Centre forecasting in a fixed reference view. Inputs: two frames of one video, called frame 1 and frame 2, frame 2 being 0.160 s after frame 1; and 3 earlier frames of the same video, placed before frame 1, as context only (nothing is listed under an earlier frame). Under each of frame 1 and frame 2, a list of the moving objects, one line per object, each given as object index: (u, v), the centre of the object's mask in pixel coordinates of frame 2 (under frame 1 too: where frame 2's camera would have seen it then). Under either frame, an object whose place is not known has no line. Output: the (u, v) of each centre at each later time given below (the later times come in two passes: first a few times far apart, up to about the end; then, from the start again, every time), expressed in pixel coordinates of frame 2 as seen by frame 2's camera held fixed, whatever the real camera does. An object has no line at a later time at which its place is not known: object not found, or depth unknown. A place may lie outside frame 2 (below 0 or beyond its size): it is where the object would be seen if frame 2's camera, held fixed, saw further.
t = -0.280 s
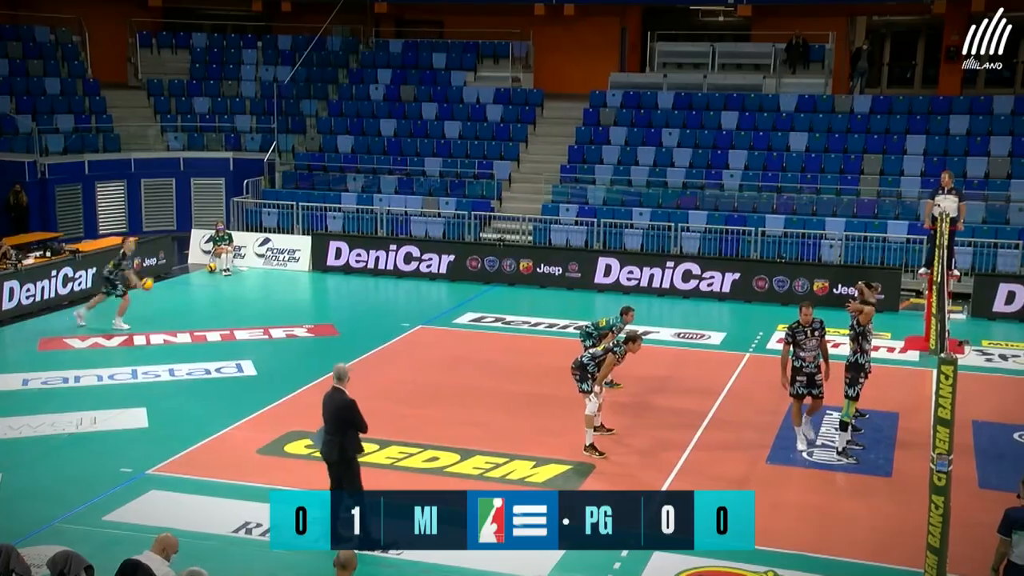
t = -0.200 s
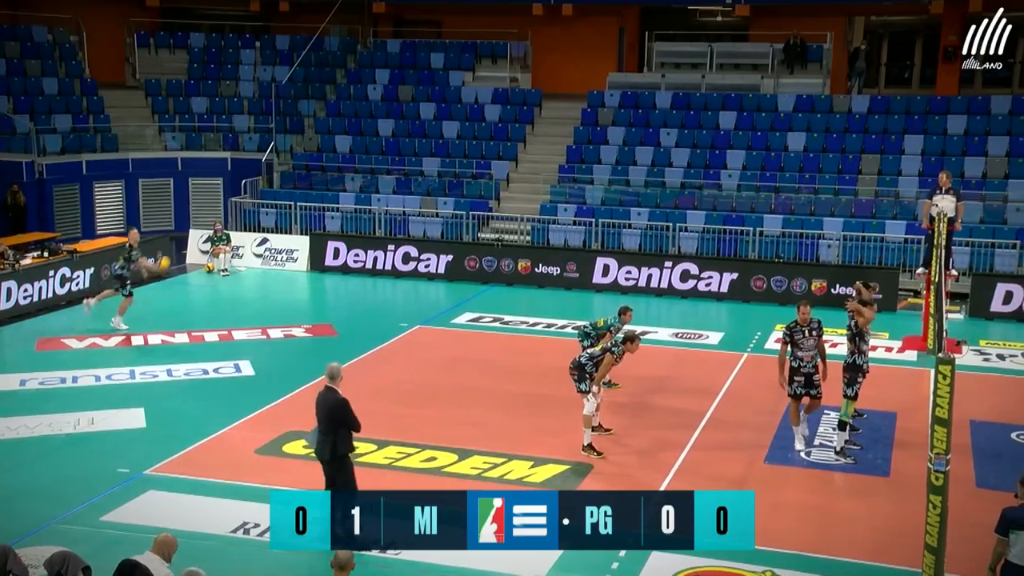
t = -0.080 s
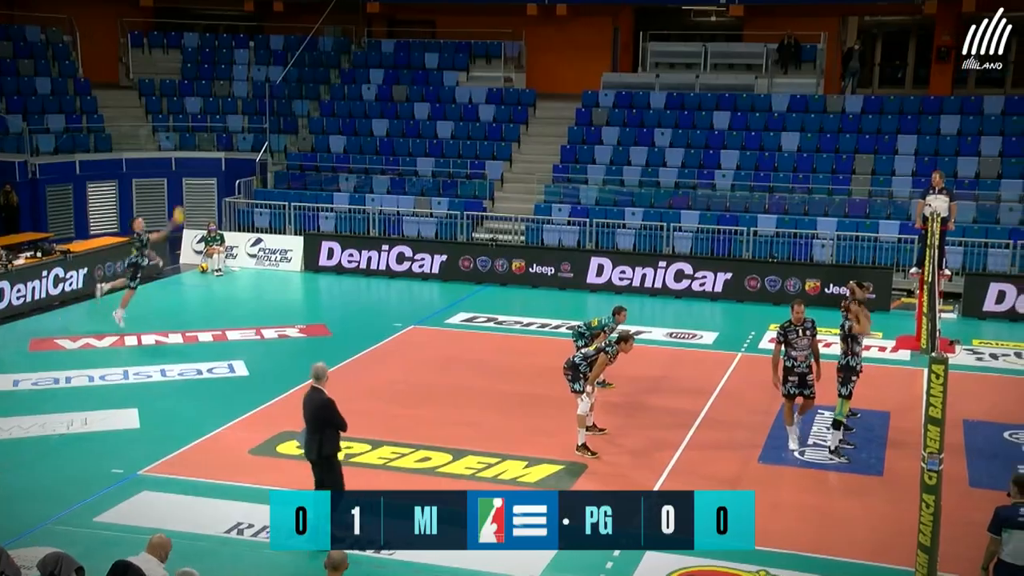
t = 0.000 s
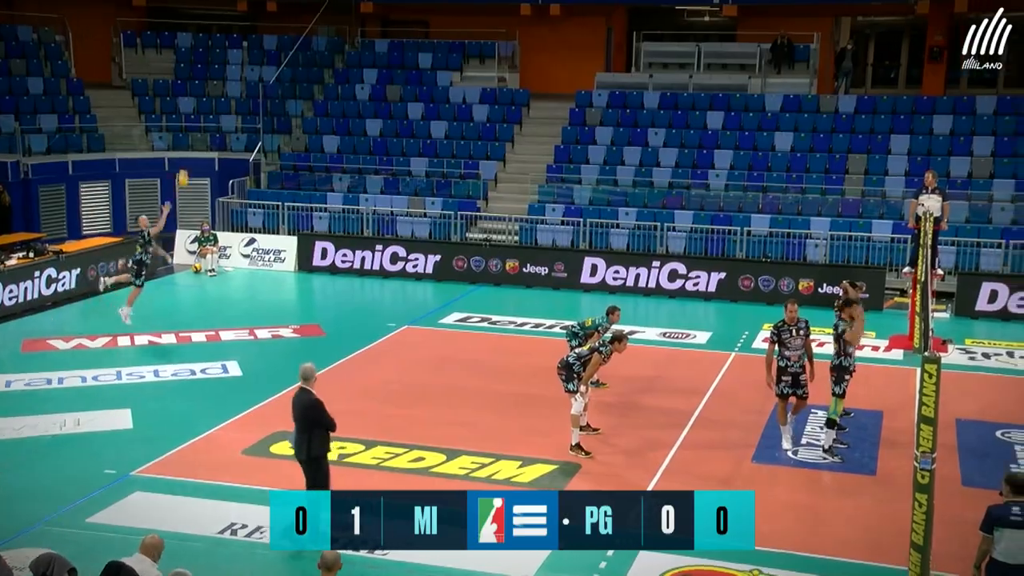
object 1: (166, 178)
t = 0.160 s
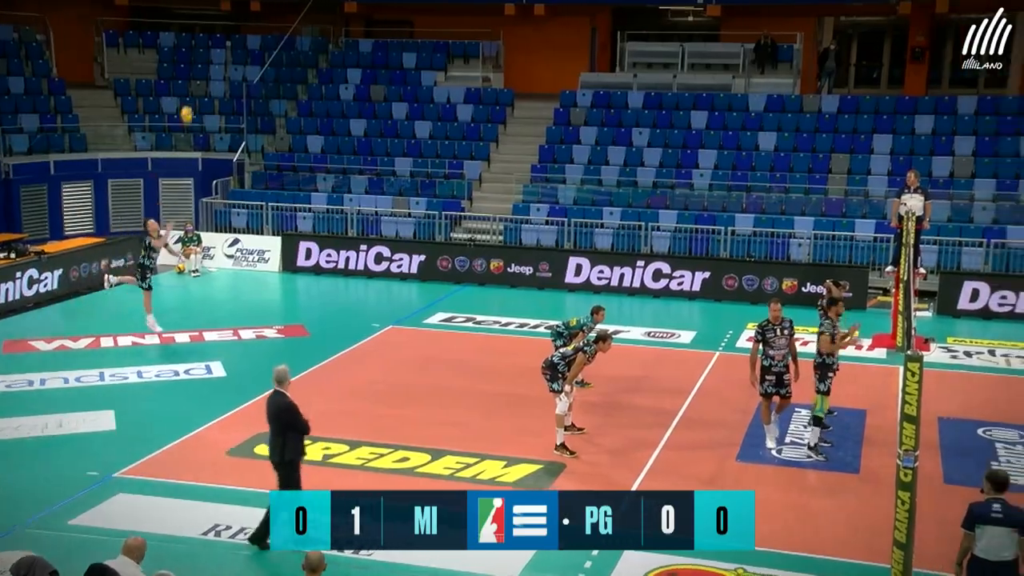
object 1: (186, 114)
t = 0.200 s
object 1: (191, 100)
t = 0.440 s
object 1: (222, 37)
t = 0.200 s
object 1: (191, 100)
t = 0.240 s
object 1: (196, 87)
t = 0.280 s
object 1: (201, 75)
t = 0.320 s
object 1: (206, 64)
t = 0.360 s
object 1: (212, 54)
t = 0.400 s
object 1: (217, 45)
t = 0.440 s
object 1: (222, 37)
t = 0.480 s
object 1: (227, 30)
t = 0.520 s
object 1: (233, 24)
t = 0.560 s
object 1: (238, 19)
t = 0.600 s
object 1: (243, 14)
